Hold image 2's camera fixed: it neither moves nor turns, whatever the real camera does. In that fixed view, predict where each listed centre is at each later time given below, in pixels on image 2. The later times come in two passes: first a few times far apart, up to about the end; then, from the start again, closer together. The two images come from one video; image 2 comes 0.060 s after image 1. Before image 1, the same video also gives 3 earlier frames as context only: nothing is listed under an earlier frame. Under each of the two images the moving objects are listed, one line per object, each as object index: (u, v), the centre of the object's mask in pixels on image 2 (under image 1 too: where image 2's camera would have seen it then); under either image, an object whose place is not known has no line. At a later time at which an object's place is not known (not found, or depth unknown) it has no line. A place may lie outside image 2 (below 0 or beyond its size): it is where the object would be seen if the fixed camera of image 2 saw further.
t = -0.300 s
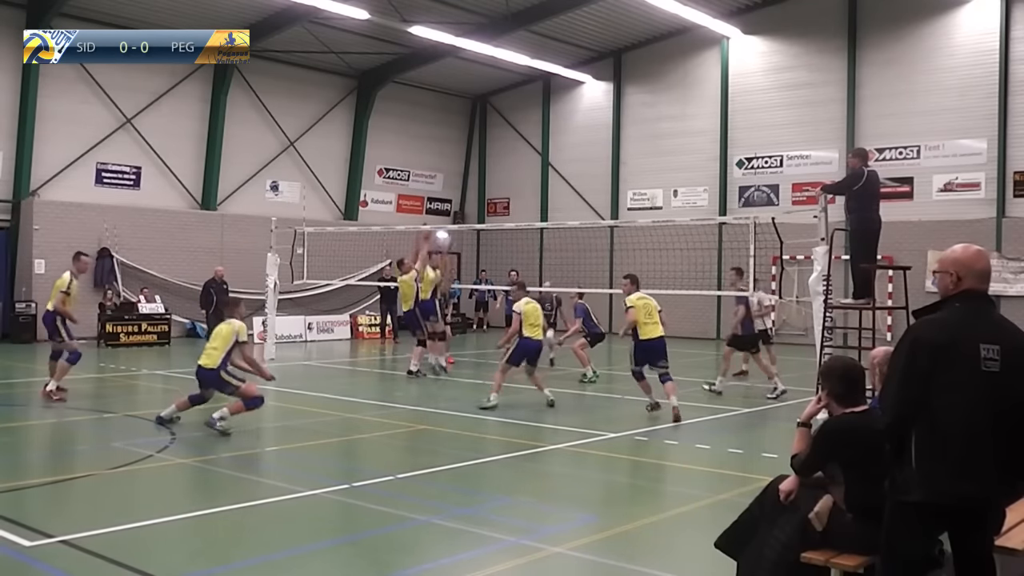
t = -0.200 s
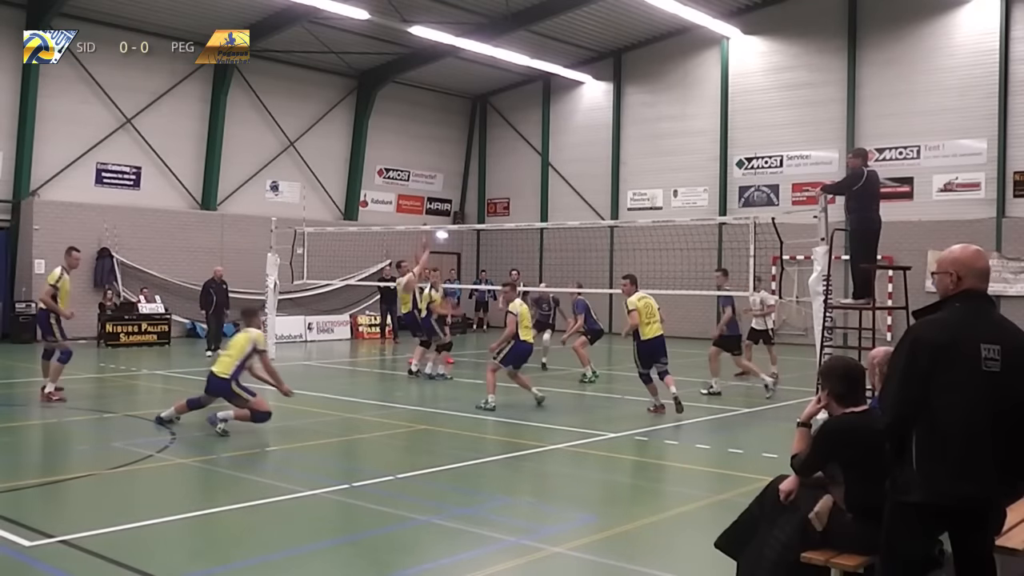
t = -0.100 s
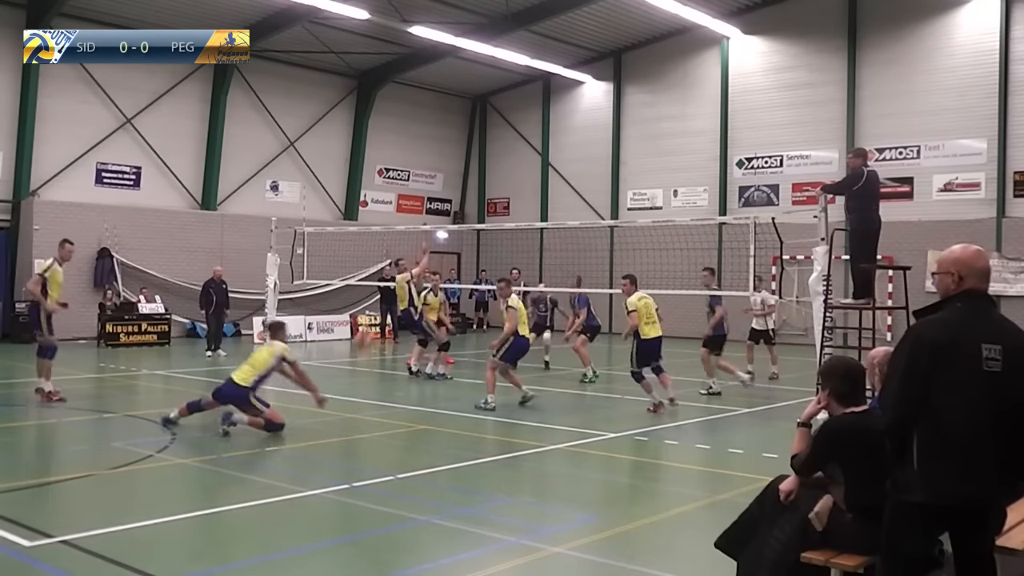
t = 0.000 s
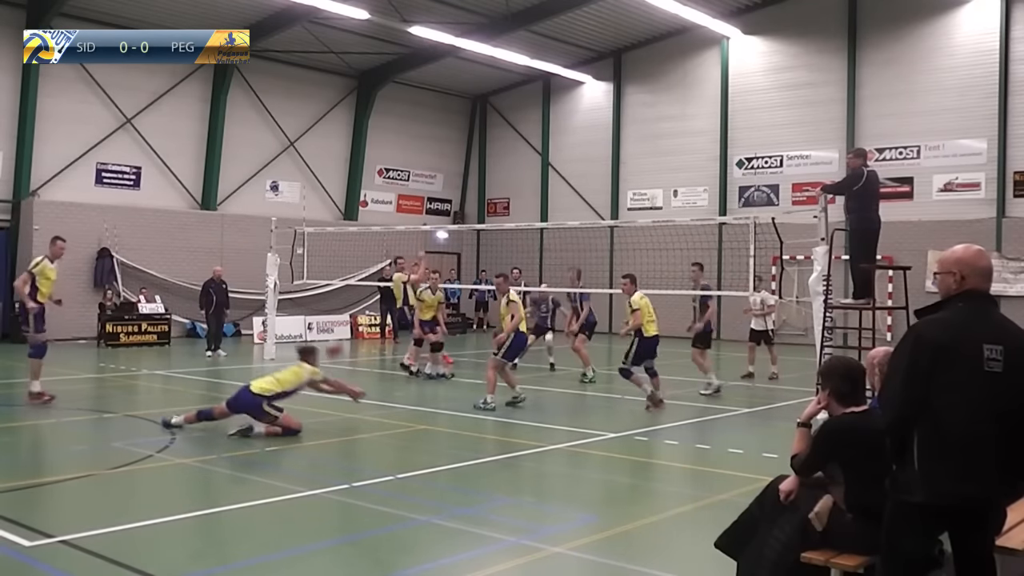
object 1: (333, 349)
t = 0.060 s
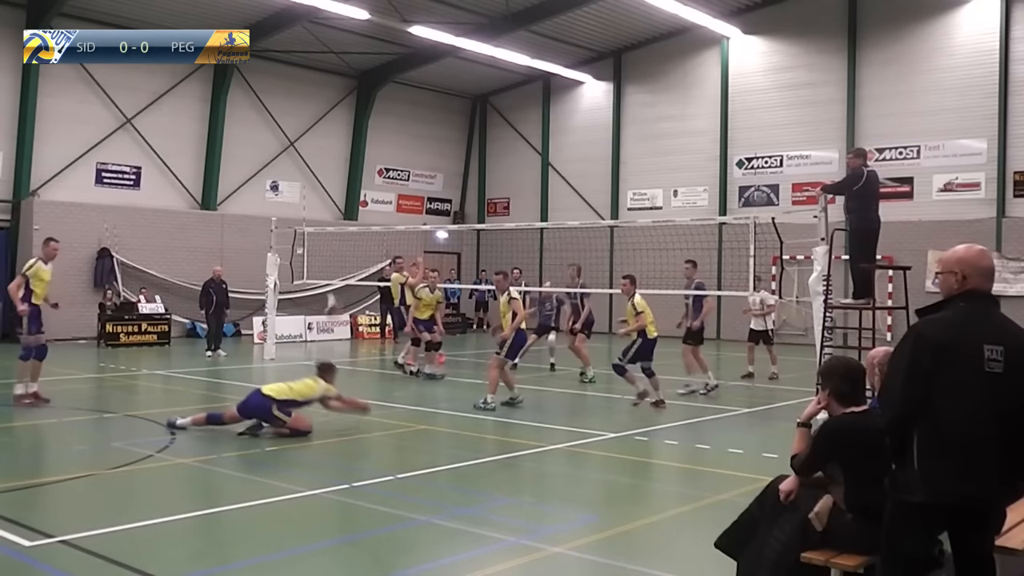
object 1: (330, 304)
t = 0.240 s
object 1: (323, 205)
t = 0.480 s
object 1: (310, 125)
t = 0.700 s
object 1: (297, 97)
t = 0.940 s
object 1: (281, 111)
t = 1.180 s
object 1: (267, 167)
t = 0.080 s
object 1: (329, 292)
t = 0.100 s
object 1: (331, 276)
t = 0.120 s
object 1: (329, 266)
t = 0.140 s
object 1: (329, 258)
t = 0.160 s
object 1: (326, 245)
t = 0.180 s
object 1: (326, 234)
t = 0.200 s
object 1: (325, 226)
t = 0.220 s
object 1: (324, 212)
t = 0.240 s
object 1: (323, 205)
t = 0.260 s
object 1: (323, 198)
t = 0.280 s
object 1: (322, 189)
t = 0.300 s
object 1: (320, 180)
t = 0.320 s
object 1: (320, 174)
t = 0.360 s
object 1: (317, 159)
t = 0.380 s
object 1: (316, 152)
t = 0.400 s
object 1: (314, 146)
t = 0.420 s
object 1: (313, 140)
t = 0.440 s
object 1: (313, 135)
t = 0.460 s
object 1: (312, 129)
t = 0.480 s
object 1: (310, 125)
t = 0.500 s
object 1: (309, 121)
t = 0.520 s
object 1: (308, 118)
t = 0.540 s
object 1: (306, 113)
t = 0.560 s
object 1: (306, 111)
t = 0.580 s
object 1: (304, 107)
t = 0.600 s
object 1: (303, 105)
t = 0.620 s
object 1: (302, 103)
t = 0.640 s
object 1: (300, 101)
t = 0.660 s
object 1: (299, 100)
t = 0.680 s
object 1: (298, 99)
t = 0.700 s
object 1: (297, 97)
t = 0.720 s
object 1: (295, 97)
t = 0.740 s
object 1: (294, 97)
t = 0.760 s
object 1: (293, 97)
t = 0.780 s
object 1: (291, 97)
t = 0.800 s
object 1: (290, 98)
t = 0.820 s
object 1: (289, 99)
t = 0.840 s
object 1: (287, 101)
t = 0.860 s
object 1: (287, 102)
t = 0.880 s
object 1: (285, 104)
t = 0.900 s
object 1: (284, 106)
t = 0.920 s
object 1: (282, 108)
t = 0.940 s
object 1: (281, 111)
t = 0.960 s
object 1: (280, 115)
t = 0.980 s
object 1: (279, 118)
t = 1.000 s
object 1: (278, 121)
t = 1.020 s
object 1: (276, 125)
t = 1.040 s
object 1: (274, 129)
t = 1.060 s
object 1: (273, 135)
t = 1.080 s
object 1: (272, 139)
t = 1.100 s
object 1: (272, 143)
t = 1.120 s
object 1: (271, 148)
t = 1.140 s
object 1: (269, 154)
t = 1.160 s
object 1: (267, 160)
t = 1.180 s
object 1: (267, 167)
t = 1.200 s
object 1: (265, 172)
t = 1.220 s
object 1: (265, 177)
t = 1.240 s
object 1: (262, 186)
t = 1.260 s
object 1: (262, 192)
